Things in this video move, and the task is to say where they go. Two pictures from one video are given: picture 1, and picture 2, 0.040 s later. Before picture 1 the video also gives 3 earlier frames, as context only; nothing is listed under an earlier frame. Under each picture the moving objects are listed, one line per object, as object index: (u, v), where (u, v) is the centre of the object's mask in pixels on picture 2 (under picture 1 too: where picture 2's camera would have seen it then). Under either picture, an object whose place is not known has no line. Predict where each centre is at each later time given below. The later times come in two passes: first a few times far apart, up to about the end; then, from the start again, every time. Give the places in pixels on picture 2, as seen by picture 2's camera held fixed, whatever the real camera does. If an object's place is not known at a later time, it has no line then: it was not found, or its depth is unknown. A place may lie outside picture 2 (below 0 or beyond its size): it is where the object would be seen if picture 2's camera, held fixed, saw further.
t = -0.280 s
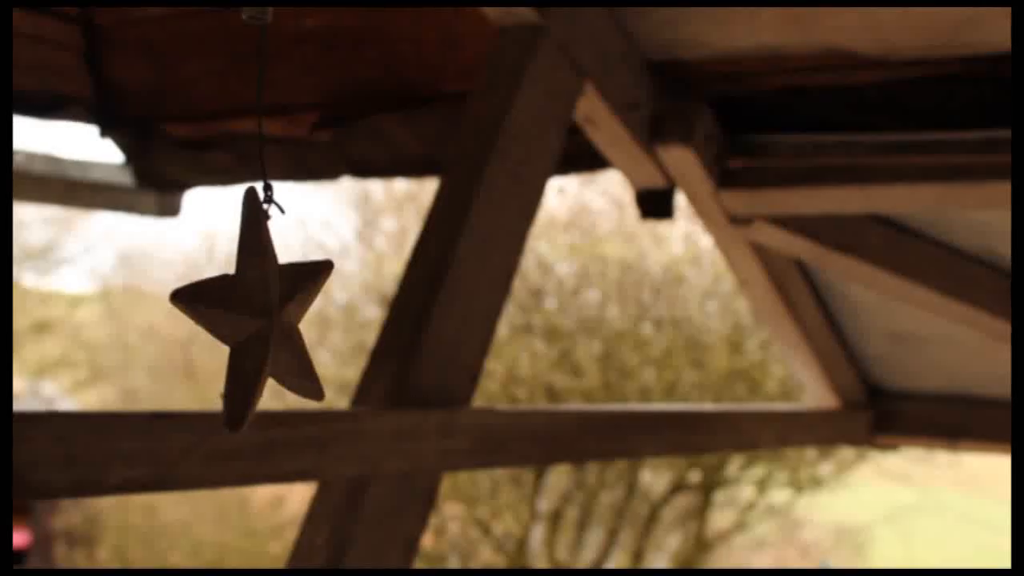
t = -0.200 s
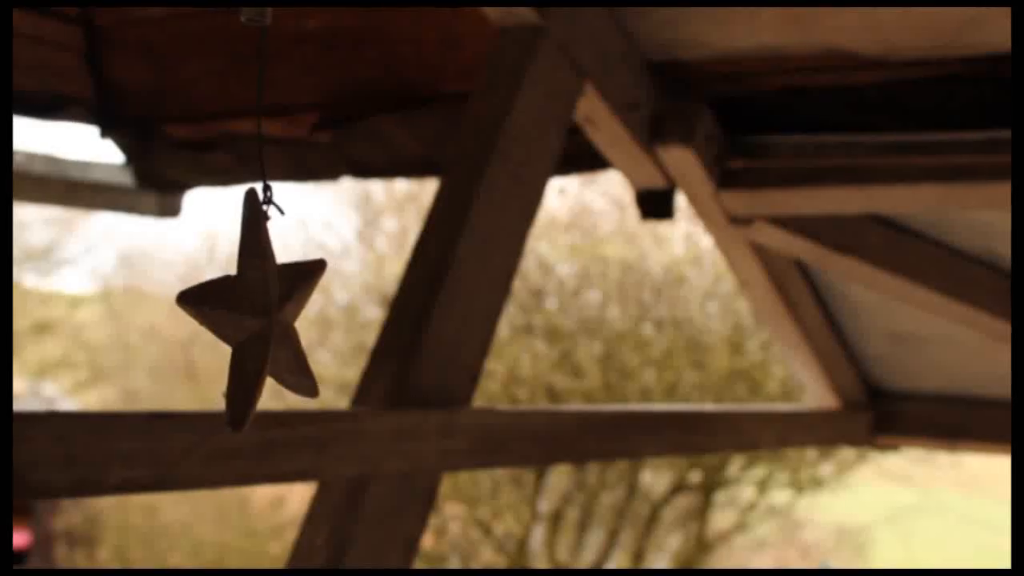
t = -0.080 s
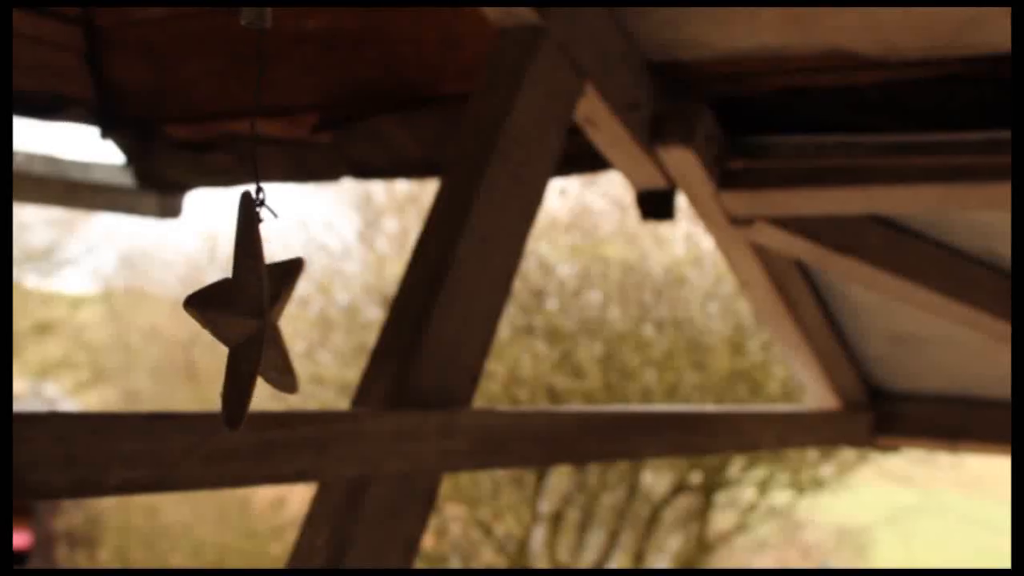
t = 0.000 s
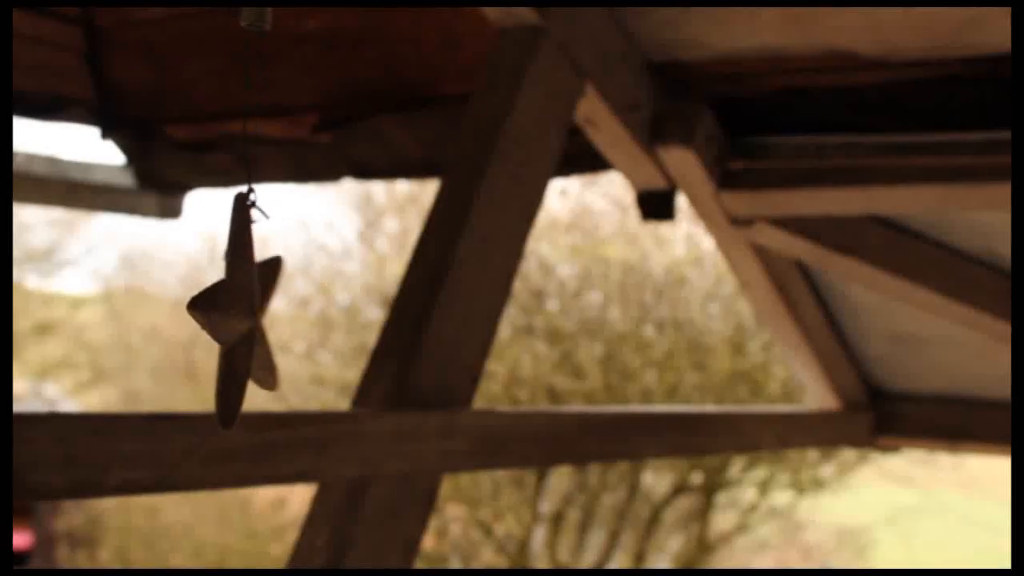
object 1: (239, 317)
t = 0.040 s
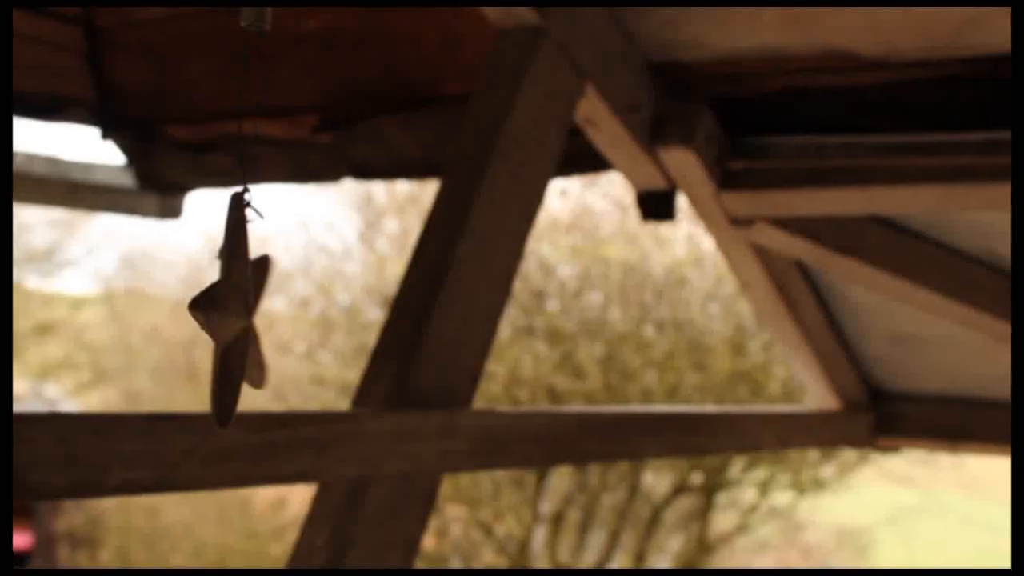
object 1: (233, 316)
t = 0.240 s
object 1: (209, 311)
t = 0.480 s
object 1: (214, 309)
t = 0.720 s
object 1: (256, 312)
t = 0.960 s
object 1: (267, 314)
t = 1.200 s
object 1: (236, 310)
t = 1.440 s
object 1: (220, 311)
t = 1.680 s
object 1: (234, 316)
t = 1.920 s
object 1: (261, 318)
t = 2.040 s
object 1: (263, 318)
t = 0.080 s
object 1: (227, 315)
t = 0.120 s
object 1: (221, 313)
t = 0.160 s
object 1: (215, 312)
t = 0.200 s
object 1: (211, 311)
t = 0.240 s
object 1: (209, 311)
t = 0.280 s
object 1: (207, 311)
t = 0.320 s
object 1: (206, 310)
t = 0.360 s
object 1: (206, 311)
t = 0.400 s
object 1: (208, 310)
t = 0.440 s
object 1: (210, 310)
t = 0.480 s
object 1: (214, 309)
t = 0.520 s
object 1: (220, 309)
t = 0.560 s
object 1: (227, 310)
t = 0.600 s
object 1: (235, 309)
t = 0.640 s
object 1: (243, 310)
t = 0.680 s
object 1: (249, 312)
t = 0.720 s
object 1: (256, 312)
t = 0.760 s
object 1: (261, 313)
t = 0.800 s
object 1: (265, 313)
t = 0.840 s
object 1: (268, 313)
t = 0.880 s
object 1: (269, 314)
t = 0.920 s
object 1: (269, 314)
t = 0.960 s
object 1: (267, 314)
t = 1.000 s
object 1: (263, 314)
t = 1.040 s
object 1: (258, 313)
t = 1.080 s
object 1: (253, 312)
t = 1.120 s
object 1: (248, 311)
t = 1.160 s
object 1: (242, 310)
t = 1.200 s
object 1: (236, 310)
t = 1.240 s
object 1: (231, 310)
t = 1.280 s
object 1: (227, 310)
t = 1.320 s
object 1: (224, 311)
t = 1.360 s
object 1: (222, 310)
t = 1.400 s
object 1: (221, 311)
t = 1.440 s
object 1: (220, 311)
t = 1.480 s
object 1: (220, 311)
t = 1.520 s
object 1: (221, 311)
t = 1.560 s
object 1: (223, 311)
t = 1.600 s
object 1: (226, 312)
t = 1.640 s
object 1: (229, 313)
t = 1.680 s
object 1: (234, 316)
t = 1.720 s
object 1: (238, 317)
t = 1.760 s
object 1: (243, 317)
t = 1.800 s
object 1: (249, 318)
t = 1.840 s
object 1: (254, 318)
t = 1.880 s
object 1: (258, 318)
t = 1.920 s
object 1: (261, 318)
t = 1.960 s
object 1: (263, 318)
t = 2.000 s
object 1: (264, 318)
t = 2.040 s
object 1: (263, 318)
